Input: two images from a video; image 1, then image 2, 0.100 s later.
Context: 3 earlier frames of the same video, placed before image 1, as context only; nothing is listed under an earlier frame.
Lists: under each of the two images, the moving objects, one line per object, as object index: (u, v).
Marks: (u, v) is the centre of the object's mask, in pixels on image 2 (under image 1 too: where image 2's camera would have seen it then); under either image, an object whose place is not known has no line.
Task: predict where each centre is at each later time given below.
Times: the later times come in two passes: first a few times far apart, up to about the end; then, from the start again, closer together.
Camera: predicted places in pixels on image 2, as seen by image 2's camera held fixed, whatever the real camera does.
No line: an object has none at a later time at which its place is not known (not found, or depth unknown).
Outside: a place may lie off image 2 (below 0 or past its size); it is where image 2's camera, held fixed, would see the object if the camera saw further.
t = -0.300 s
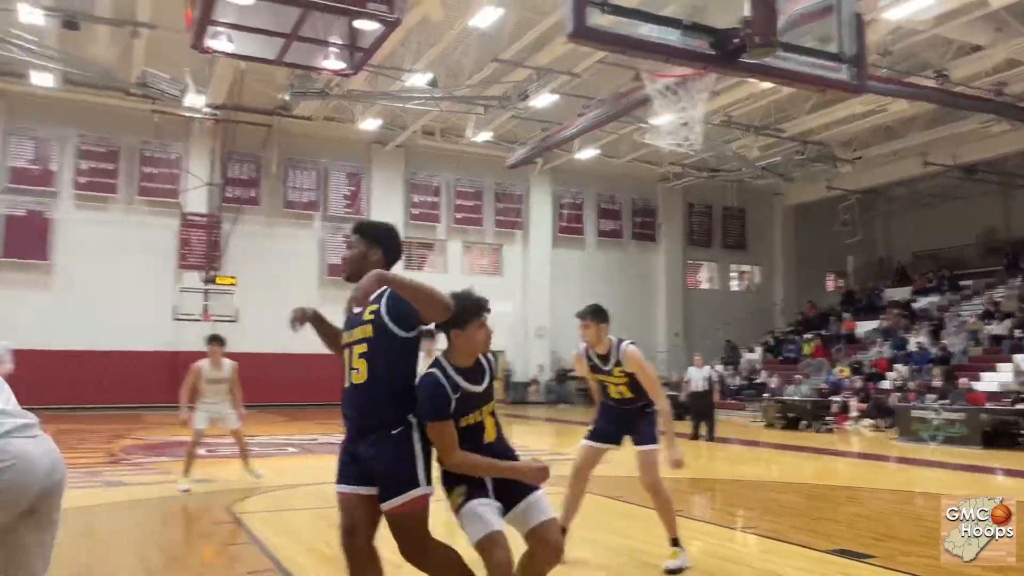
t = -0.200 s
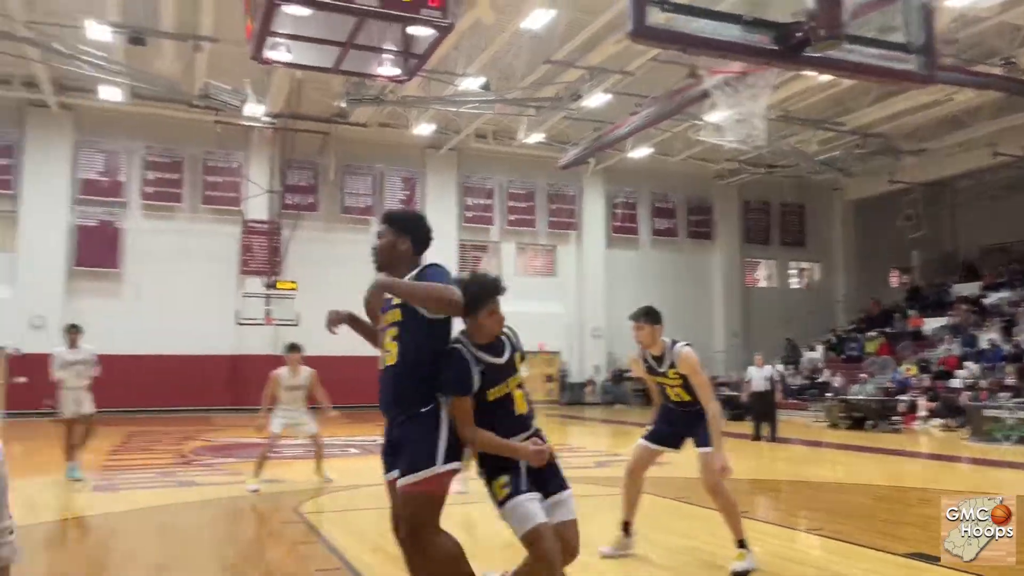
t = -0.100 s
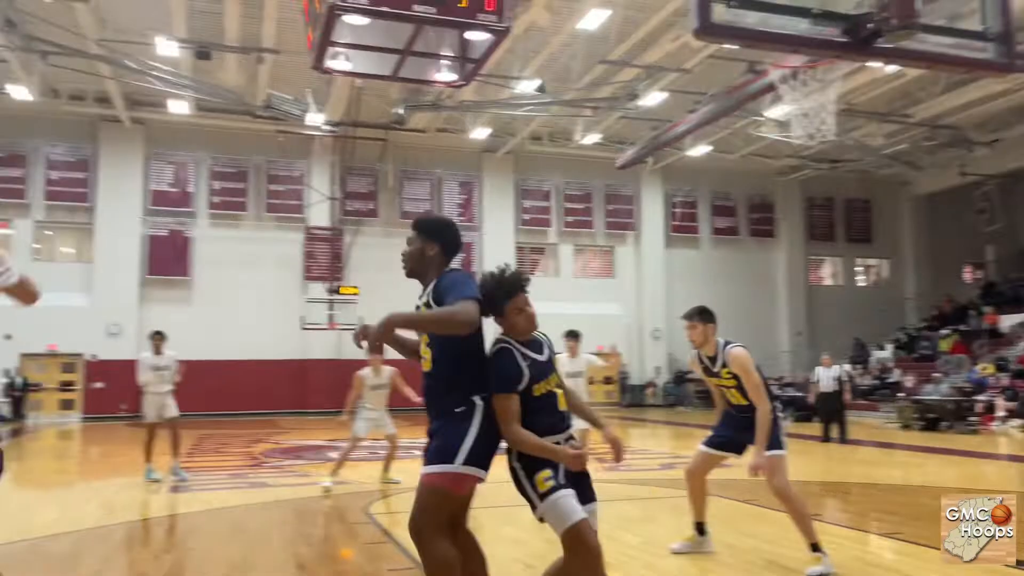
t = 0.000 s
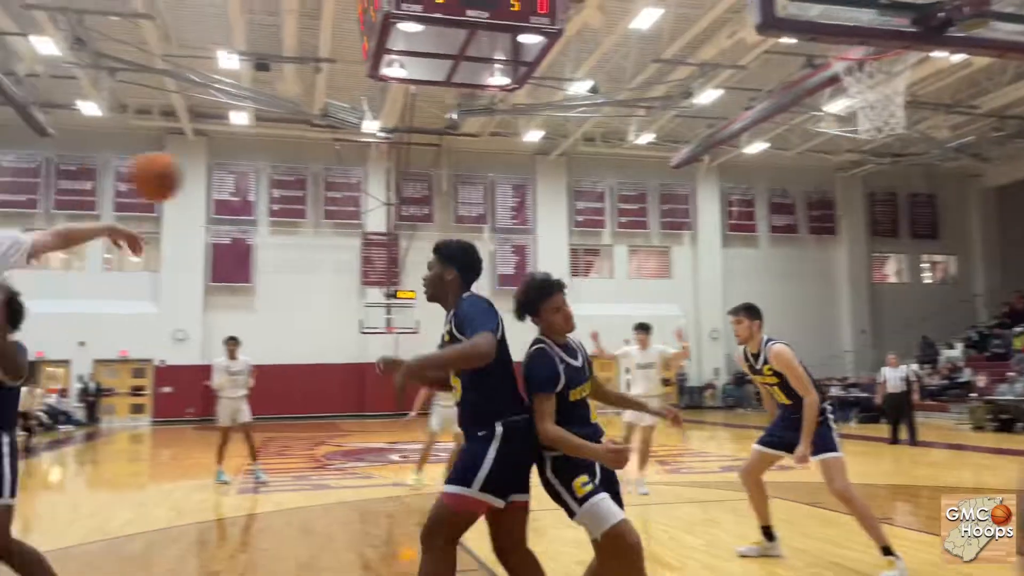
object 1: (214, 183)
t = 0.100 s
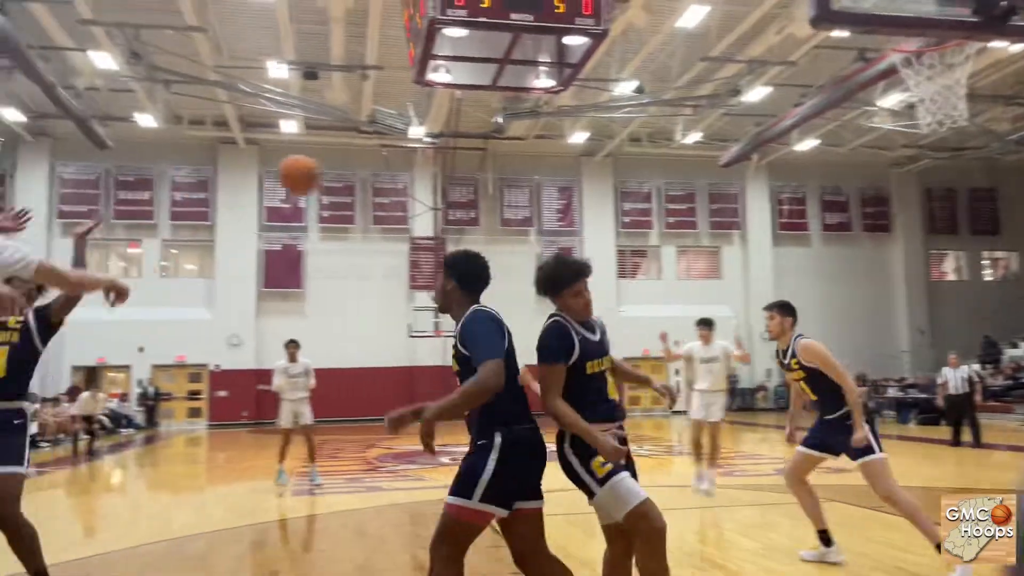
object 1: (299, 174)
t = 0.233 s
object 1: (376, 185)
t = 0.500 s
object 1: (463, 250)
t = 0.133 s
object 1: (322, 176)
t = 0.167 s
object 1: (341, 178)
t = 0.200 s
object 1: (359, 181)
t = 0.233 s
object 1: (376, 185)
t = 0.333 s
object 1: (416, 205)
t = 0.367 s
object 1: (427, 213)
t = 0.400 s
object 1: (437, 222)
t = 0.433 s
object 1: (446, 230)
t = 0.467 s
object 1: (455, 239)
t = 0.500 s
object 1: (463, 250)
